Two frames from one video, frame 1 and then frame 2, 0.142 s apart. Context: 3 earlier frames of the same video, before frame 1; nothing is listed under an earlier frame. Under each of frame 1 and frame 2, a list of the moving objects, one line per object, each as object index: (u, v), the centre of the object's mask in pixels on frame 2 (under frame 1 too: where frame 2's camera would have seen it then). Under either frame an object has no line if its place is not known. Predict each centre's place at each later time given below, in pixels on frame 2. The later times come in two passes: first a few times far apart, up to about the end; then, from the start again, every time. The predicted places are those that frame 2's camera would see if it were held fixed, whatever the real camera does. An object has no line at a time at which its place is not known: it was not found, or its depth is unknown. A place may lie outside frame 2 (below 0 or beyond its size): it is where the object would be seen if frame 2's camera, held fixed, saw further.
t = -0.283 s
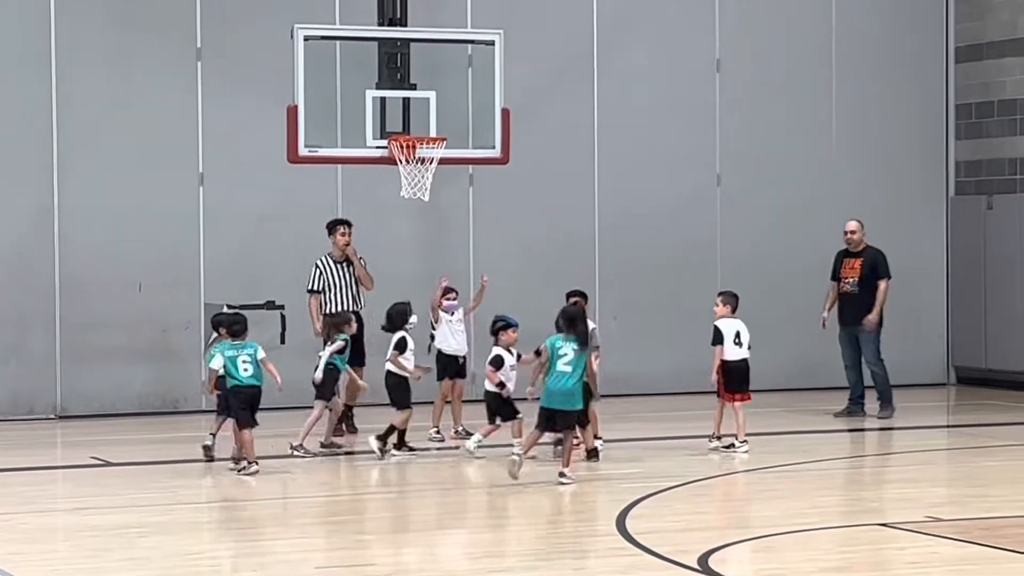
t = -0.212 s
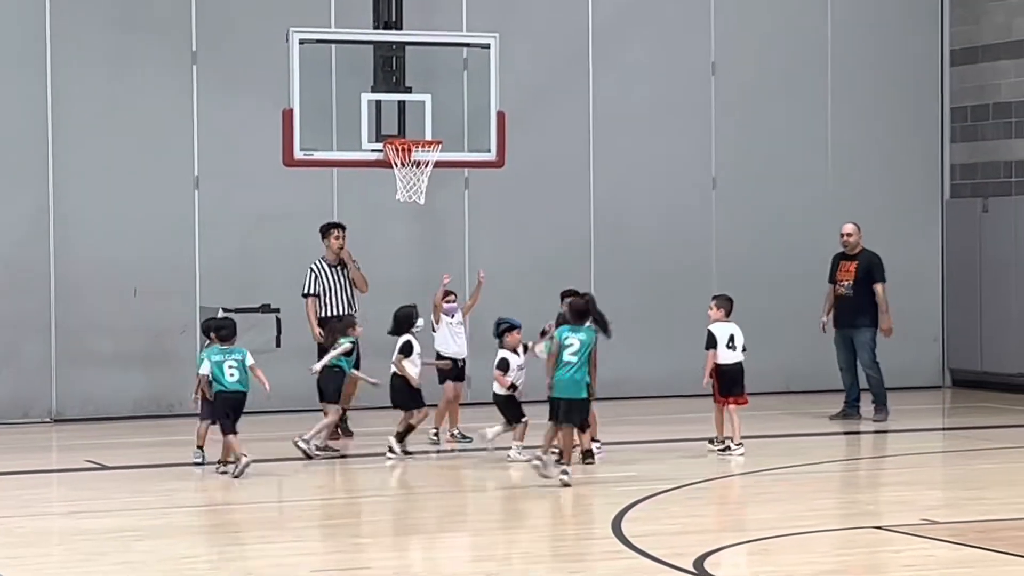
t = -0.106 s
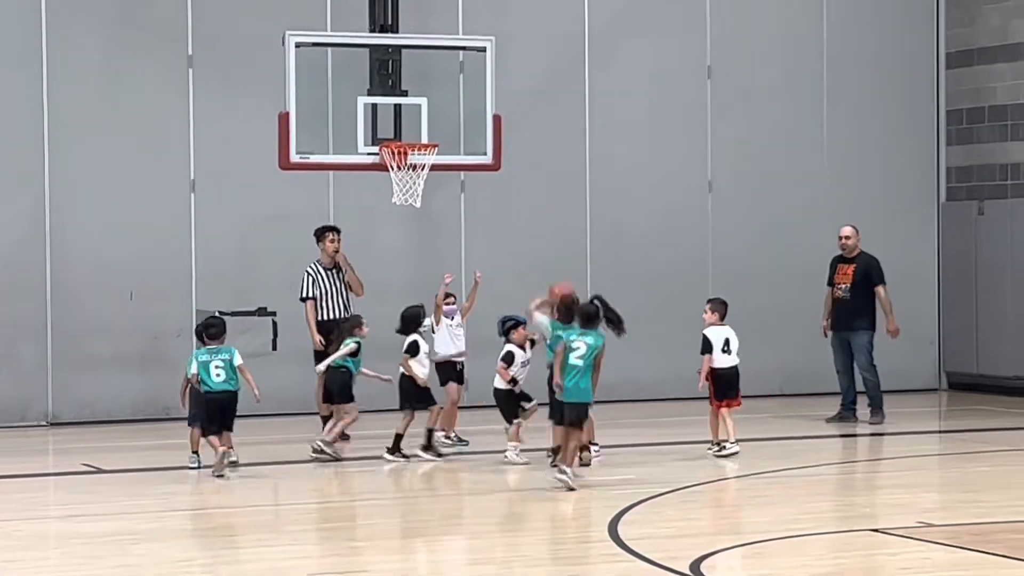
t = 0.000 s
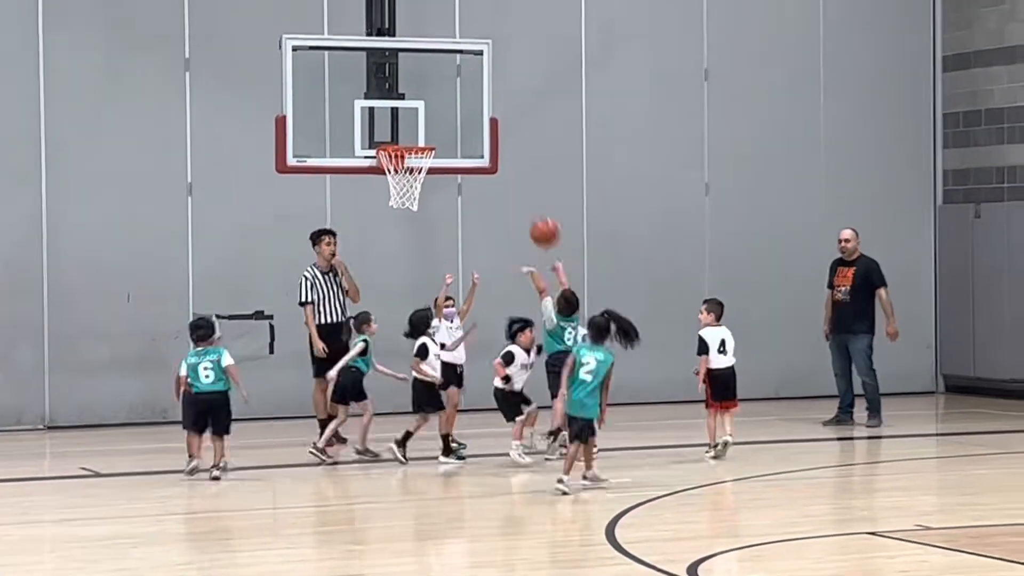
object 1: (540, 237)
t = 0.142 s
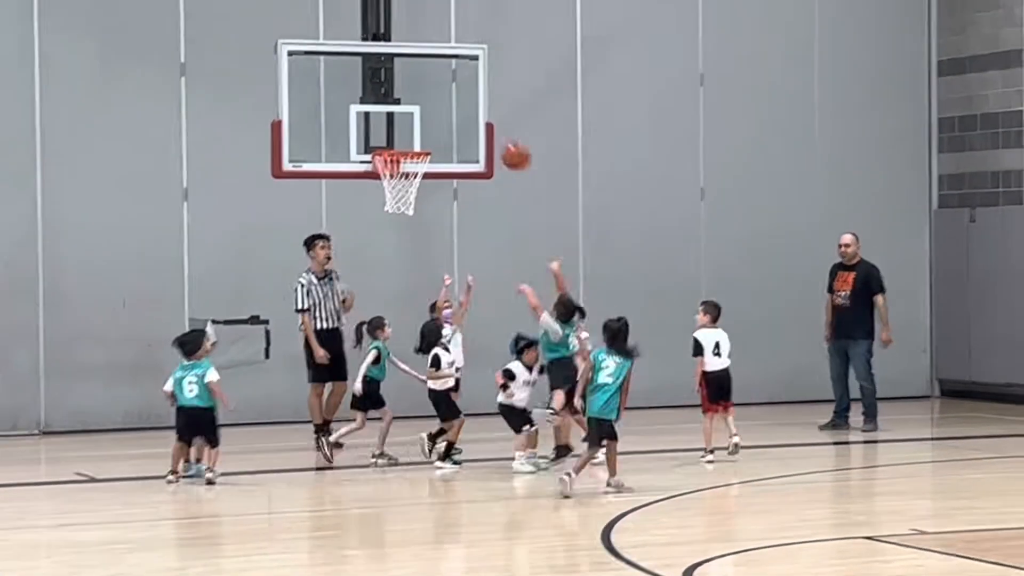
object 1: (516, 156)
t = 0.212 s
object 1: (504, 125)
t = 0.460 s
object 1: (460, 60)
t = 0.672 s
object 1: (428, 71)
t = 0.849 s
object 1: (405, 115)
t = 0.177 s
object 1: (510, 140)
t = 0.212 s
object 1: (504, 125)
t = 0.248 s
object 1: (499, 111)
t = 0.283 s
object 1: (493, 99)
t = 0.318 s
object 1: (487, 90)
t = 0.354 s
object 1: (481, 81)
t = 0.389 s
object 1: (470, 68)
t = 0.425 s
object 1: (465, 63)
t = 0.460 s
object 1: (460, 60)
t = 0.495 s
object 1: (454, 59)
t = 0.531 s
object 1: (449, 58)
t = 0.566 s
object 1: (443, 60)
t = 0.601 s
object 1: (439, 62)
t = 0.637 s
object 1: (433, 66)
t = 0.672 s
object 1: (428, 71)
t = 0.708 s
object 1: (423, 77)
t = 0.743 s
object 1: (419, 85)
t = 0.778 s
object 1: (414, 93)
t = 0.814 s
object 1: (410, 104)
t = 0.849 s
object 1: (405, 115)
